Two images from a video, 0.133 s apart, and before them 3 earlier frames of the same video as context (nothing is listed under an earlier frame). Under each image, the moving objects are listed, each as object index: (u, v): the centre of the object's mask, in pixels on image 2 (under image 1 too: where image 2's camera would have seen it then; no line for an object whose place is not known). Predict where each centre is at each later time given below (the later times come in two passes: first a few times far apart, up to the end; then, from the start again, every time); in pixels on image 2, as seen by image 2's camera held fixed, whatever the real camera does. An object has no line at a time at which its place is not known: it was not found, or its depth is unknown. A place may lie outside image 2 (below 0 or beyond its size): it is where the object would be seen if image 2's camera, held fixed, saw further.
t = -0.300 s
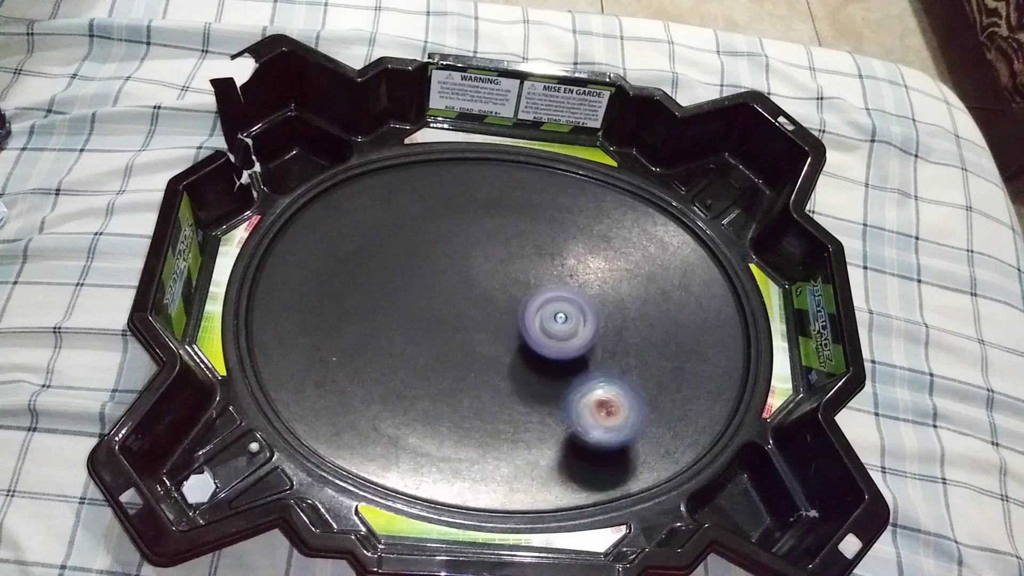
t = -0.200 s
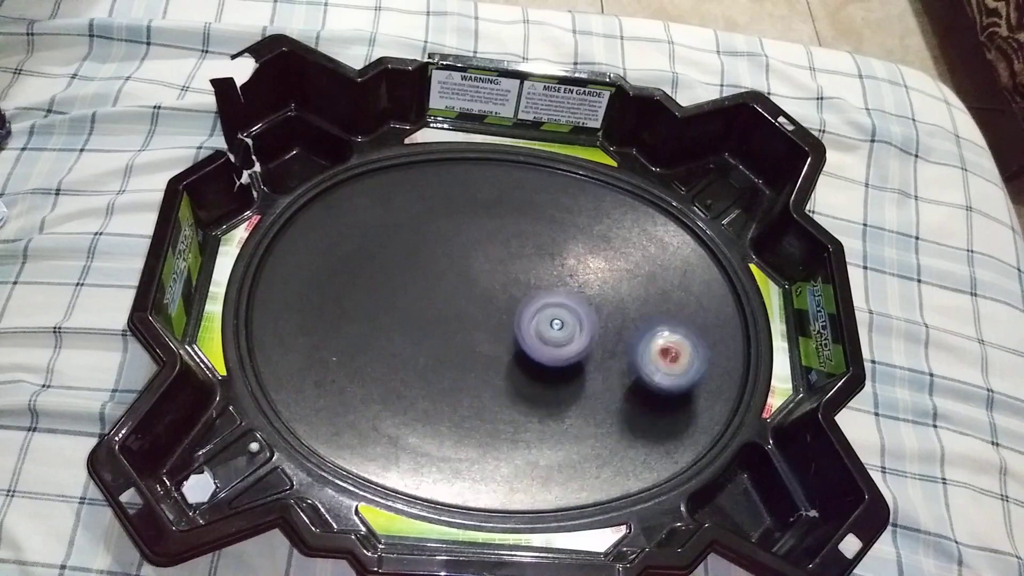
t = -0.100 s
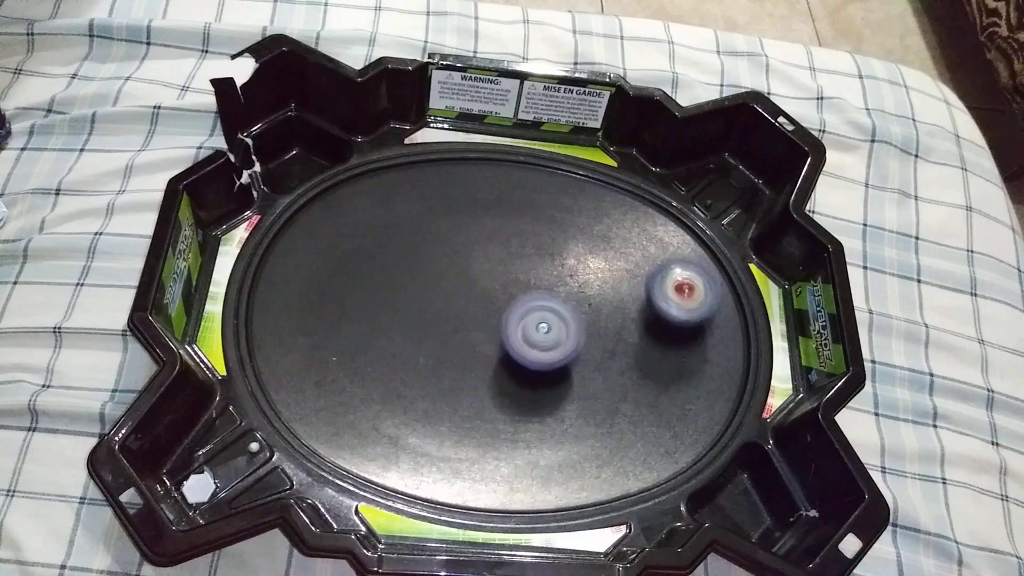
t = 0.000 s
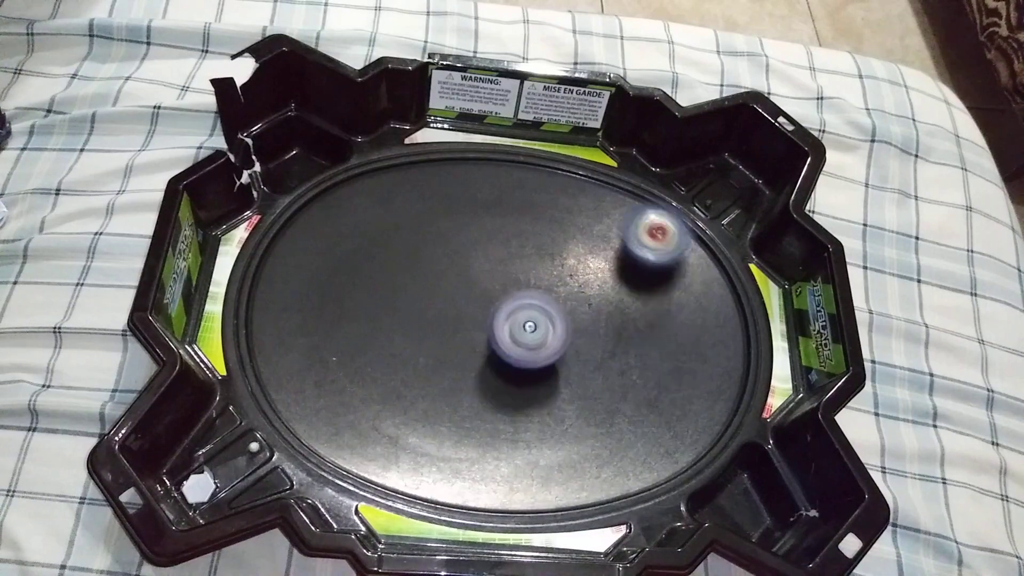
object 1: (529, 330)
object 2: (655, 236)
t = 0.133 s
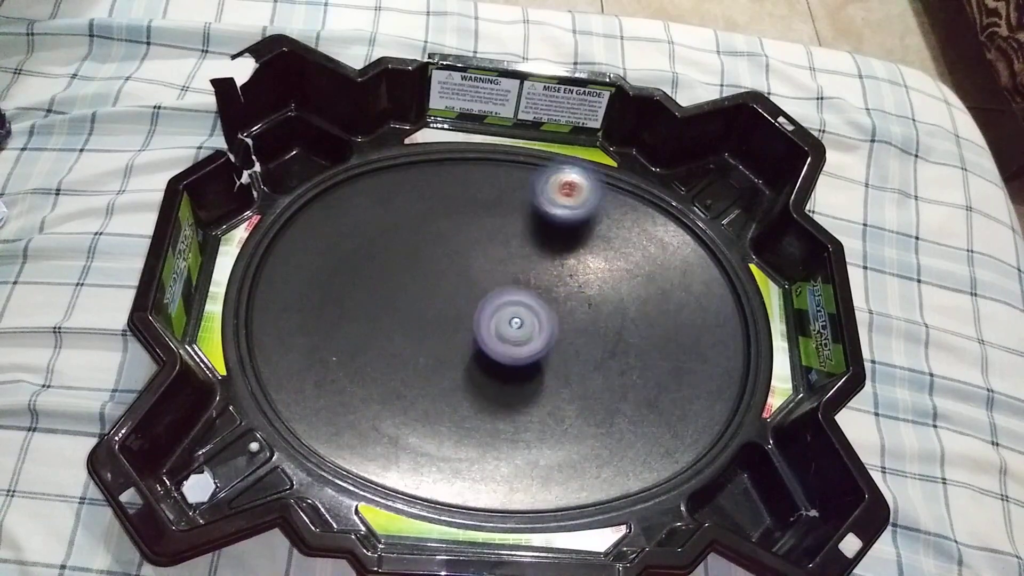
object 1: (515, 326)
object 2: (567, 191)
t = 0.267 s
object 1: (498, 329)
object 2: (453, 206)
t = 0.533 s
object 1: (448, 338)
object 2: (361, 386)
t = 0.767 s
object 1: (418, 323)
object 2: (535, 478)
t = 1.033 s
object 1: (437, 311)
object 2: (654, 370)
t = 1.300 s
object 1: (485, 333)
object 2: (544, 253)
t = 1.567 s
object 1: (508, 360)
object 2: (370, 284)
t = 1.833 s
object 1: (509, 359)
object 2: (371, 378)
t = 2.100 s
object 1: (511, 340)
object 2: (466, 399)
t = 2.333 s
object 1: (590, 263)
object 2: (503, 399)
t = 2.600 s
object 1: (630, 256)
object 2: (525, 345)
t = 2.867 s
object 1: (582, 304)
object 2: (480, 290)
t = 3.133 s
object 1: (487, 351)
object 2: (425, 277)
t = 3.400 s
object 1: (387, 387)
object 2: (409, 302)
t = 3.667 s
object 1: (325, 390)
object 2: (450, 341)
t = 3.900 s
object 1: (349, 364)
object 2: (511, 348)
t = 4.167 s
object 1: (436, 319)
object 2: (557, 334)
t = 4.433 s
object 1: (467, 257)
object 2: (613, 334)
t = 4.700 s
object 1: (492, 207)
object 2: (642, 324)
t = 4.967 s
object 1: (511, 247)
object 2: (609, 324)
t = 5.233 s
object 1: (445, 281)
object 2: (596, 395)
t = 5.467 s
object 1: (429, 325)
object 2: (604, 423)
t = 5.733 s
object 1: (435, 373)
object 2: (563, 399)
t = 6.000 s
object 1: (437, 394)
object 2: (521, 317)
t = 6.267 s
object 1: (464, 359)
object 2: (456, 252)
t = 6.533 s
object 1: (513, 311)
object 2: (413, 232)
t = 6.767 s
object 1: (537, 274)
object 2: (402, 253)
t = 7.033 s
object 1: (542, 271)
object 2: (449, 323)
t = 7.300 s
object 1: (536, 275)
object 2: (488, 412)
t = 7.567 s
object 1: (541, 280)
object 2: (501, 433)
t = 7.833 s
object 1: (522, 293)
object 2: (484, 383)
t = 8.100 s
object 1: (509, 306)
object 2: (420, 357)
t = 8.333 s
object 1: (496, 334)
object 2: (395, 307)
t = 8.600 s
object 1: (475, 366)
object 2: (364, 235)
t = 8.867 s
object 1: (461, 368)
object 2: (366, 210)
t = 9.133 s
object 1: (465, 343)
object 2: (462, 262)
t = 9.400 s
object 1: (475, 370)
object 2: (555, 205)
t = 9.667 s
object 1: (487, 352)
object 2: (572, 227)
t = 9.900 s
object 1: (498, 322)
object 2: (596, 331)
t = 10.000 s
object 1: (498, 312)
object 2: (614, 368)
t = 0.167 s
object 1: (511, 326)
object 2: (538, 190)
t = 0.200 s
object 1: (507, 326)
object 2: (510, 191)
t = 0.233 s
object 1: (503, 328)
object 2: (480, 196)
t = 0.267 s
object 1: (498, 329)
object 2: (453, 206)
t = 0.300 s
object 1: (494, 332)
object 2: (427, 220)
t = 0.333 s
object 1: (489, 334)
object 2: (405, 237)
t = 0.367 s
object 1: (484, 337)
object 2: (385, 259)
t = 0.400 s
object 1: (478, 339)
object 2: (368, 284)
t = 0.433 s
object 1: (471, 340)
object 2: (358, 309)
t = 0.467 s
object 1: (463, 340)
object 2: (353, 335)
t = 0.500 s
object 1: (456, 340)
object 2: (353, 361)
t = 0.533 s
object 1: (448, 338)
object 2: (361, 386)
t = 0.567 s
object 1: (441, 337)
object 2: (374, 410)
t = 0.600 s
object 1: (436, 336)
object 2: (393, 433)
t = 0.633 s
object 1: (429, 334)
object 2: (416, 451)
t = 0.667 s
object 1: (425, 331)
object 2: (441, 464)
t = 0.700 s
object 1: (421, 328)
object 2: (473, 474)
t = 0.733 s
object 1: (419, 325)
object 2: (505, 479)
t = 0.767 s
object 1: (418, 323)
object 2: (535, 478)
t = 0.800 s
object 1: (417, 320)
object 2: (563, 474)
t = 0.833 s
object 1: (417, 317)
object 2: (588, 468)
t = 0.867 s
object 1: (419, 315)
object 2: (613, 452)
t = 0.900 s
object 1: (421, 314)
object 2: (631, 439)
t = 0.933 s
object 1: (424, 313)
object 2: (644, 421)
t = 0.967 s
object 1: (427, 311)
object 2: (651, 404)
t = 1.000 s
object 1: (431, 311)
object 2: (655, 387)
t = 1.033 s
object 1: (437, 311)
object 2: (654, 370)
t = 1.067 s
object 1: (442, 311)
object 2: (652, 352)
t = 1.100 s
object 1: (447, 312)
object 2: (644, 336)
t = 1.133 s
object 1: (454, 314)
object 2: (635, 318)
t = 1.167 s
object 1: (460, 316)
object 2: (623, 304)
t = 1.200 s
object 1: (467, 319)
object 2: (608, 292)
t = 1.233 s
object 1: (473, 322)
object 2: (587, 275)
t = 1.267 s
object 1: (478, 328)
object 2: (567, 264)
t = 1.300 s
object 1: (485, 333)
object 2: (544, 253)
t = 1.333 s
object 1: (491, 338)
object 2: (522, 246)
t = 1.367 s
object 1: (496, 343)
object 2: (496, 243)
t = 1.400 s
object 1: (498, 347)
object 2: (472, 242)
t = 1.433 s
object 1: (502, 350)
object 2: (446, 246)
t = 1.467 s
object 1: (504, 353)
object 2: (422, 252)
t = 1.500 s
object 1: (505, 356)
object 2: (402, 261)
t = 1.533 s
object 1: (507, 358)
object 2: (384, 272)
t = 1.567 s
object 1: (508, 360)
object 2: (370, 284)
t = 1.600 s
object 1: (509, 360)
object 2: (360, 296)
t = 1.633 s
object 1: (510, 361)
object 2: (354, 308)
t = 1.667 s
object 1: (510, 362)
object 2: (351, 320)
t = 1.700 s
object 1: (510, 362)
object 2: (351, 332)
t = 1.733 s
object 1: (510, 361)
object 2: (353, 345)
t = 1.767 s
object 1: (510, 361)
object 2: (357, 358)
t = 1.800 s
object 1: (510, 360)
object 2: (363, 368)
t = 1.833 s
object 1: (509, 359)
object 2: (371, 378)
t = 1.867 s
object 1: (510, 357)
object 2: (381, 386)
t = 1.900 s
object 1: (509, 356)
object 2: (392, 393)
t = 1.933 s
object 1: (509, 353)
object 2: (403, 397)
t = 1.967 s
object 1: (509, 351)
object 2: (417, 400)
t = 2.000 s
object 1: (509, 347)
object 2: (428, 401)
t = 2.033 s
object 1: (509, 345)
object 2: (441, 402)
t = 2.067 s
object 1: (509, 342)
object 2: (454, 401)
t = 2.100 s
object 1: (511, 340)
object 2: (466, 399)
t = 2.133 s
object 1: (521, 323)
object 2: (466, 404)
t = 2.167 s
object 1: (536, 308)
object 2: (468, 408)
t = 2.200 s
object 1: (548, 293)
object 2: (473, 409)
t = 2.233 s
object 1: (562, 282)
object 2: (480, 408)
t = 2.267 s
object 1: (571, 274)
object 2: (488, 405)
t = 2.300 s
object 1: (581, 268)
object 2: (495, 403)
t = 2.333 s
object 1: (590, 263)
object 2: (503, 399)
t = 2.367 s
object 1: (599, 259)
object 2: (509, 395)
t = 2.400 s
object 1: (606, 256)
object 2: (515, 390)
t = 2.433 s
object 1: (613, 253)
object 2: (520, 384)
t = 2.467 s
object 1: (619, 252)
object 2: (524, 376)
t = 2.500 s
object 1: (625, 250)
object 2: (527, 368)
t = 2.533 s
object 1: (628, 251)
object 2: (527, 360)
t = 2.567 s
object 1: (630, 253)
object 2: (527, 353)
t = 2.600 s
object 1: (630, 256)
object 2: (525, 345)
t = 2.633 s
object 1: (629, 261)
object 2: (522, 337)
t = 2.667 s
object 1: (626, 265)
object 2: (518, 329)
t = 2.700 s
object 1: (623, 269)
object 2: (511, 322)
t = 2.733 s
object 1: (618, 276)
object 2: (505, 316)
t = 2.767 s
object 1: (611, 283)
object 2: (498, 309)
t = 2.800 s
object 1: (602, 290)
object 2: (492, 302)
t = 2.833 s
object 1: (594, 297)
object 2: (486, 296)
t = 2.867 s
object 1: (582, 304)
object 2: (480, 290)
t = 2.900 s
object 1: (572, 311)
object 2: (474, 286)
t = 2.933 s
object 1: (559, 318)
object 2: (465, 281)
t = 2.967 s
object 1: (549, 323)
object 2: (459, 279)
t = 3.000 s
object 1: (536, 328)
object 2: (451, 277)
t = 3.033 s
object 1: (524, 332)
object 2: (444, 276)
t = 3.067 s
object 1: (511, 338)
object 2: (437, 275)
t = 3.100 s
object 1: (500, 345)
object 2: (430, 276)
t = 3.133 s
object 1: (487, 351)
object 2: (425, 277)
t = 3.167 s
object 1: (475, 357)
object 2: (420, 279)
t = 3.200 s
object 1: (462, 362)
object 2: (416, 281)
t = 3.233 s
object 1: (449, 367)
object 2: (413, 284)
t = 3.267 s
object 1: (436, 372)
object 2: (411, 287)
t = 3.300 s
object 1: (423, 376)
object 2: (409, 291)
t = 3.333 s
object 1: (411, 380)
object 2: (408, 294)
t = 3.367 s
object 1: (398, 383)
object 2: (408, 298)
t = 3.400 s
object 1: (387, 387)
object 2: (409, 302)
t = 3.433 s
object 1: (375, 388)
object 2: (410, 307)
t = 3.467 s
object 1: (364, 390)
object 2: (413, 312)
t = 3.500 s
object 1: (355, 391)
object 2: (416, 317)
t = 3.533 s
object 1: (345, 392)
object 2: (421, 322)
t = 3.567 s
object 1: (338, 393)
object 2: (427, 328)
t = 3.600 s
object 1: (332, 392)
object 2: (433, 333)
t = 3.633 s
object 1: (328, 392)
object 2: (442, 337)
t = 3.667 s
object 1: (325, 390)
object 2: (450, 341)
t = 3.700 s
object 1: (324, 387)
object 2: (459, 344)
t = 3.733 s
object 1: (324, 385)
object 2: (468, 346)
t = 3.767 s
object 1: (327, 382)
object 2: (478, 348)
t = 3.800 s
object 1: (330, 378)
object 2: (487, 349)
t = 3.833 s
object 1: (336, 374)
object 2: (495, 349)
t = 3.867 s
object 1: (342, 369)
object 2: (503, 348)
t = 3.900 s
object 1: (349, 364)
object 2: (511, 348)
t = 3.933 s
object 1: (357, 359)
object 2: (518, 347)
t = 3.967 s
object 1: (368, 353)
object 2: (525, 346)
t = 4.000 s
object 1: (377, 348)
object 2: (532, 345)
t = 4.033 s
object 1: (389, 342)
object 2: (537, 343)
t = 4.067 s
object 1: (402, 336)
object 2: (543, 341)
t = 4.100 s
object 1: (412, 330)
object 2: (548, 339)
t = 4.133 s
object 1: (423, 325)
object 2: (552, 337)
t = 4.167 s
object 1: (436, 319)
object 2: (557, 334)
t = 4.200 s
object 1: (449, 313)
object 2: (561, 329)
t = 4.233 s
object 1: (460, 308)
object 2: (563, 327)
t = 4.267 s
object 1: (473, 303)
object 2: (565, 324)
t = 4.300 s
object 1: (484, 299)
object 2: (564, 322)
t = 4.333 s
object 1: (484, 291)
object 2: (576, 326)
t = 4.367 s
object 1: (475, 277)
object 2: (592, 331)
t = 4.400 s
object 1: (469, 267)
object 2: (603, 334)
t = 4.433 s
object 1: (467, 257)
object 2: (613, 334)
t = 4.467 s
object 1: (468, 249)
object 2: (619, 333)
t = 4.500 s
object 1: (471, 241)
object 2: (625, 332)
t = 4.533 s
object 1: (473, 233)
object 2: (629, 330)
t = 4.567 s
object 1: (478, 226)
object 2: (635, 329)
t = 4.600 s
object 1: (481, 219)
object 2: (638, 328)
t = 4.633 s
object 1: (485, 213)
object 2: (641, 326)
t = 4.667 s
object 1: (488, 209)
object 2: (642, 325)
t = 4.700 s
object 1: (492, 207)
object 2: (642, 324)
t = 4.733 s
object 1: (496, 207)
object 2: (641, 323)
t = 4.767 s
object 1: (499, 208)
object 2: (640, 323)
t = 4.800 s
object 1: (502, 211)
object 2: (637, 322)
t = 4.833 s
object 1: (505, 216)
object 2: (632, 322)
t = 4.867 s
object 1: (508, 221)
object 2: (627, 323)
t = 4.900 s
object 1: (509, 229)
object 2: (622, 323)
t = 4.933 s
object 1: (510, 237)
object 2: (616, 324)
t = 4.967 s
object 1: (511, 247)
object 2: (609, 324)
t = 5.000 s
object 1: (511, 257)
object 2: (600, 325)
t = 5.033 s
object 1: (511, 268)
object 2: (589, 325)
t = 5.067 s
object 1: (510, 278)
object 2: (577, 326)
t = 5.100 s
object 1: (504, 285)
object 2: (572, 333)
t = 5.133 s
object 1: (486, 279)
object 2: (581, 355)
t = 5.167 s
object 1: (467, 276)
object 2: (587, 372)
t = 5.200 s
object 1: (455, 277)
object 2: (593, 386)
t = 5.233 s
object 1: (445, 281)
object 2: (596, 395)
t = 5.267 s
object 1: (439, 287)
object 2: (598, 402)
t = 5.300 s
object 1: (436, 293)
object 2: (600, 408)
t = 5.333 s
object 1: (435, 299)
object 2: (602, 413)
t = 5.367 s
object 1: (433, 305)
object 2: (603, 417)
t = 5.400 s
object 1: (431, 311)
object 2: (603, 420)
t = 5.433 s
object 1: (430, 318)
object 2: (604, 422)
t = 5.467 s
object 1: (429, 325)
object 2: (604, 423)
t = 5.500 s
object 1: (428, 331)
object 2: (603, 423)
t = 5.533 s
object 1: (428, 338)
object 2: (603, 422)
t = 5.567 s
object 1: (428, 344)
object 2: (600, 421)
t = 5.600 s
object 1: (429, 350)
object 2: (595, 419)
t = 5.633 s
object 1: (430, 356)
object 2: (589, 416)
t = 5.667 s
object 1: (431, 362)
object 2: (582, 412)
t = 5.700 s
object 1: (432, 368)
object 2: (573, 406)
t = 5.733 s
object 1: (435, 373)
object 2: (563, 399)
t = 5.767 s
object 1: (438, 377)
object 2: (553, 392)
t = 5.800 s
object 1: (441, 381)
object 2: (542, 385)
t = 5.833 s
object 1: (445, 384)
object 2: (531, 376)
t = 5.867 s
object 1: (441, 388)
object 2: (526, 366)
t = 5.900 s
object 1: (437, 392)
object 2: (528, 352)
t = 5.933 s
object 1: (435, 395)
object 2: (527, 339)
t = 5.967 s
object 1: (435, 395)
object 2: (525, 328)
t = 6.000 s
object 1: (437, 394)
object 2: (521, 317)
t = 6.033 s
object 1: (438, 392)
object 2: (514, 309)
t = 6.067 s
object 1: (440, 389)
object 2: (505, 300)
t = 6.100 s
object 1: (443, 385)
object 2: (497, 289)
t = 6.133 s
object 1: (447, 381)
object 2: (489, 278)
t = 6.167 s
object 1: (450, 376)
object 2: (479, 270)
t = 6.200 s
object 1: (455, 371)
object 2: (470, 263)
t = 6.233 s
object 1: (459, 365)
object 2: (464, 259)
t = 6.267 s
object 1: (464, 359)
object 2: (456, 252)
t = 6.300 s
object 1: (470, 352)
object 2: (451, 249)
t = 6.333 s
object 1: (477, 346)
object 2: (445, 245)
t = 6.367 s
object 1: (483, 339)
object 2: (439, 242)
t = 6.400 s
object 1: (489, 334)
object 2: (434, 239)
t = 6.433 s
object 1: (496, 329)
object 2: (428, 237)
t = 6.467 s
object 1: (503, 323)
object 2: (423, 234)
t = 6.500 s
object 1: (509, 317)
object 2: (418, 233)
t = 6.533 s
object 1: (513, 311)
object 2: (413, 232)
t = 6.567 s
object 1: (517, 304)
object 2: (410, 232)
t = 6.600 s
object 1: (521, 297)
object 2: (407, 233)
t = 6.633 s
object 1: (524, 292)
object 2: (405, 235)
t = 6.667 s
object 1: (528, 287)
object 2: (403, 238)
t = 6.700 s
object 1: (531, 283)
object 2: (402, 241)
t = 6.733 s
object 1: (535, 279)
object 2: (401, 246)
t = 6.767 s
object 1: (537, 274)
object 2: (402, 253)
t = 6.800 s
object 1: (540, 272)
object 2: (404, 260)
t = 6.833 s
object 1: (542, 269)
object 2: (407, 269)
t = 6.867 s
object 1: (543, 268)
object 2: (412, 277)
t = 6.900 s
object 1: (543, 267)
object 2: (417, 286)
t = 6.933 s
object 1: (543, 267)
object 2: (424, 296)
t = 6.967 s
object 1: (543, 268)
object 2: (432, 305)
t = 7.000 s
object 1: (543, 270)
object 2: (439, 314)
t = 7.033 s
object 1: (542, 271)
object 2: (449, 323)
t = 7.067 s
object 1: (540, 274)
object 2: (457, 331)
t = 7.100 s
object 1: (538, 278)
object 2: (466, 338)
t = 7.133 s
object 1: (535, 283)
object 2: (475, 345)
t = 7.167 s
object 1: (532, 289)
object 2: (484, 351)
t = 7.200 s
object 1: (530, 295)
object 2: (492, 356)
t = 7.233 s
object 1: (527, 293)
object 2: (493, 370)
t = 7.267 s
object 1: (533, 283)
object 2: (489, 394)
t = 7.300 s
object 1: (536, 275)
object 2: (488, 412)
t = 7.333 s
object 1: (538, 273)
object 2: (487, 427)
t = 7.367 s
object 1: (539, 271)
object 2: (487, 437)
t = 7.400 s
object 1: (540, 270)
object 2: (488, 444)
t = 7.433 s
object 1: (541, 271)
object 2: (490, 446)
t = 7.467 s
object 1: (542, 271)
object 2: (492, 446)
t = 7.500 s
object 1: (542, 273)
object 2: (495, 443)
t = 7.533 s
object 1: (542, 276)
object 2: (497, 439)
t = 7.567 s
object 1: (541, 280)
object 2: (501, 433)
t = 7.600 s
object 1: (539, 284)
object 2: (503, 424)
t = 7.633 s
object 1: (536, 287)
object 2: (504, 415)
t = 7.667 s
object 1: (533, 292)
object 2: (505, 404)
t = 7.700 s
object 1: (532, 297)
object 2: (506, 394)
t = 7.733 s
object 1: (528, 302)
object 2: (505, 383)
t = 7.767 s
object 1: (525, 304)
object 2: (501, 375)
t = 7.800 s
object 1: (524, 297)
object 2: (492, 379)
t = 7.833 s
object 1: (522, 293)
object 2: (484, 383)
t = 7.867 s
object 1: (522, 293)
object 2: (474, 383)
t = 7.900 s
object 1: (522, 294)
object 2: (464, 382)
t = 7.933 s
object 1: (521, 296)
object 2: (456, 380)
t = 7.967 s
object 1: (520, 298)
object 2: (448, 377)
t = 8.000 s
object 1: (518, 300)
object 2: (440, 373)
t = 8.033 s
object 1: (514, 302)
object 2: (432, 367)
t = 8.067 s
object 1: (512, 304)
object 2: (426, 363)
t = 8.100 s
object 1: (509, 306)
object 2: (420, 357)
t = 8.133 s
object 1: (507, 308)
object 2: (414, 350)
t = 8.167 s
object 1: (506, 312)
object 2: (410, 343)
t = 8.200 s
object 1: (503, 316)
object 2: (407, 337)
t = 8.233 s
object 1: (501, 320)
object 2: (404, 330)
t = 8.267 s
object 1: (500, 325)
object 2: (402, 324)
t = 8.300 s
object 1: (497, 330)
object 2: (399, 317)
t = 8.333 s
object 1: (496, 334)
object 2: (395, 307)
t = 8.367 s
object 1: (495, 339)
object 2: (391, 296)
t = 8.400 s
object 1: (494, 343)
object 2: (387, 287)
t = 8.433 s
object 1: (491, 348)
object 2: (383, 275)
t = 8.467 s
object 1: (488, 353)
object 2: (376, 266)
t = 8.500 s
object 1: (485, 357)
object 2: (372, 257)
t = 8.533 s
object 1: (483, 361)
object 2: (368, 248)
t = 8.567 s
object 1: (479, 364)
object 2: (366, 241)
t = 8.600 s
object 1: (475, 366)
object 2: (364, 235)
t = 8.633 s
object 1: (472, 368)
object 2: (363, 229)
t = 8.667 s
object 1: (471, 371)
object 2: (361, 224)
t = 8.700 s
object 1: (468, 372)
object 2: (361, 219)
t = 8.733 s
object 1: (465, 372)
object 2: (360, 215)
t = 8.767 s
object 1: (464, 372)
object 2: (360, 212)
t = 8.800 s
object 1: (462, 371)
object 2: (360, 210)
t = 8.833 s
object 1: (461, 370)
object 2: (362, 209)
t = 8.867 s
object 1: (461, 368)
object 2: (366, 210)
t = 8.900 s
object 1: (461, 368)
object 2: (372, 213)
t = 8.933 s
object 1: (460, 365)
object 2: (380, 219)
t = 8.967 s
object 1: (461, 362)
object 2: (389, 225)
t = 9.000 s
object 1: (460, 359)
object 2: (402, 233)
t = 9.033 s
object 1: (461, 355)
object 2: (415, 241)
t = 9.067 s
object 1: (463, 350)
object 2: (430, 248)
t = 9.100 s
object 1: (464, 347)
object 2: (446, 255)
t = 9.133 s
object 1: (465, 343)
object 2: (462, 262)
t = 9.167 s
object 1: (467, 342)
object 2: (480, 266)
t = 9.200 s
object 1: (467, 355)
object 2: (500, 257)
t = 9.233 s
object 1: (470, 363)
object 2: (513, 245)
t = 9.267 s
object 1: (472, 368)
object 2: (525, 236)
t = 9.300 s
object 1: (472, 368)
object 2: (535, 227)
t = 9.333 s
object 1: (473, 369)
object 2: (544, 221)
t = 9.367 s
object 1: (473, 369)
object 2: (549, 213)
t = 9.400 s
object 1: (475, 370)
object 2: (555, 205)
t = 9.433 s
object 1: (474, 369)
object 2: (560, 200)
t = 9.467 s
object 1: (476, 368)
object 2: (563, 195)
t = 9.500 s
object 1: (477, 366)
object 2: (566, 194)
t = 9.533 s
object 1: (480, 365)
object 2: (569, 195)
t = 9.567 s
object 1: (480, 363)
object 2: (571, 199)
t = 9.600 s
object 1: (483, 359)
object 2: (572, 207)
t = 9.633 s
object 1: (484, 356)
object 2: (573, 216)
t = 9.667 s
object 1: (487, 352)
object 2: (572, 227)
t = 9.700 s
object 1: (487, 349)
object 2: (575, 242)
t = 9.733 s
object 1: (489, 344)
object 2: (575, 256)
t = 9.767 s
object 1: (491, 339)
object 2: (577, 271)
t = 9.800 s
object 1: (494, 335)
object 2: (581, 289)
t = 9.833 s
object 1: (495, 332)
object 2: (585, 303)
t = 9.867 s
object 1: (497, 327)
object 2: (591, 318)
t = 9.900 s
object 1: (498, 322)
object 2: (596, 331)
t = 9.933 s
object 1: (500, 319)
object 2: (600, 344)
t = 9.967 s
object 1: (498, 315)
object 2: (607, 357)
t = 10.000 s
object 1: (498, 312)
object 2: (614, 368)
